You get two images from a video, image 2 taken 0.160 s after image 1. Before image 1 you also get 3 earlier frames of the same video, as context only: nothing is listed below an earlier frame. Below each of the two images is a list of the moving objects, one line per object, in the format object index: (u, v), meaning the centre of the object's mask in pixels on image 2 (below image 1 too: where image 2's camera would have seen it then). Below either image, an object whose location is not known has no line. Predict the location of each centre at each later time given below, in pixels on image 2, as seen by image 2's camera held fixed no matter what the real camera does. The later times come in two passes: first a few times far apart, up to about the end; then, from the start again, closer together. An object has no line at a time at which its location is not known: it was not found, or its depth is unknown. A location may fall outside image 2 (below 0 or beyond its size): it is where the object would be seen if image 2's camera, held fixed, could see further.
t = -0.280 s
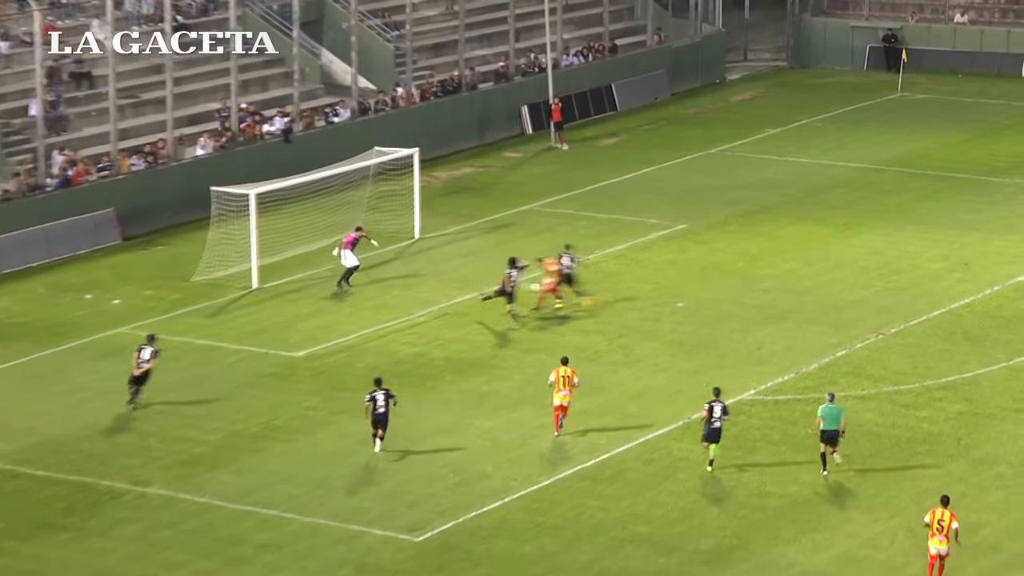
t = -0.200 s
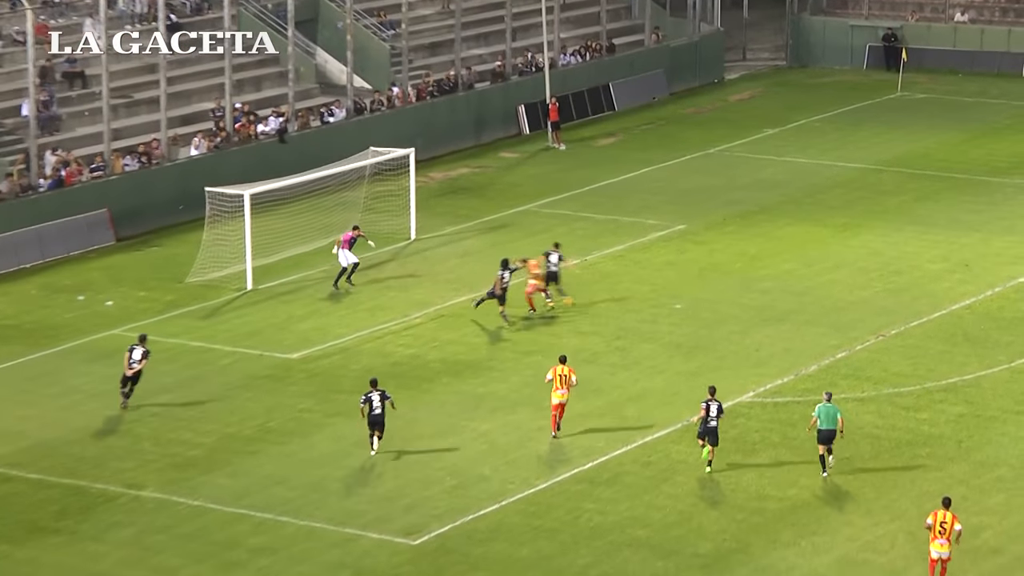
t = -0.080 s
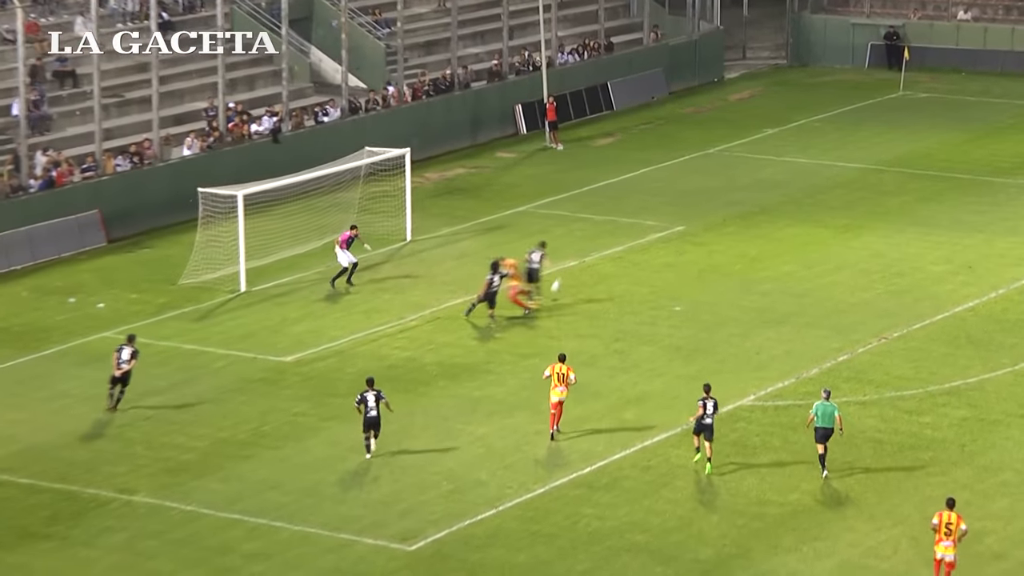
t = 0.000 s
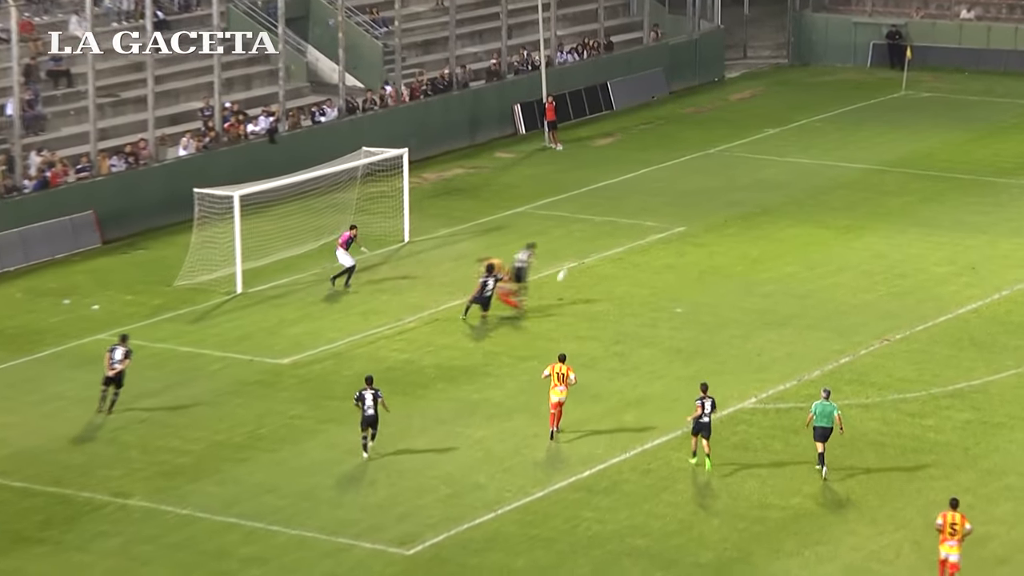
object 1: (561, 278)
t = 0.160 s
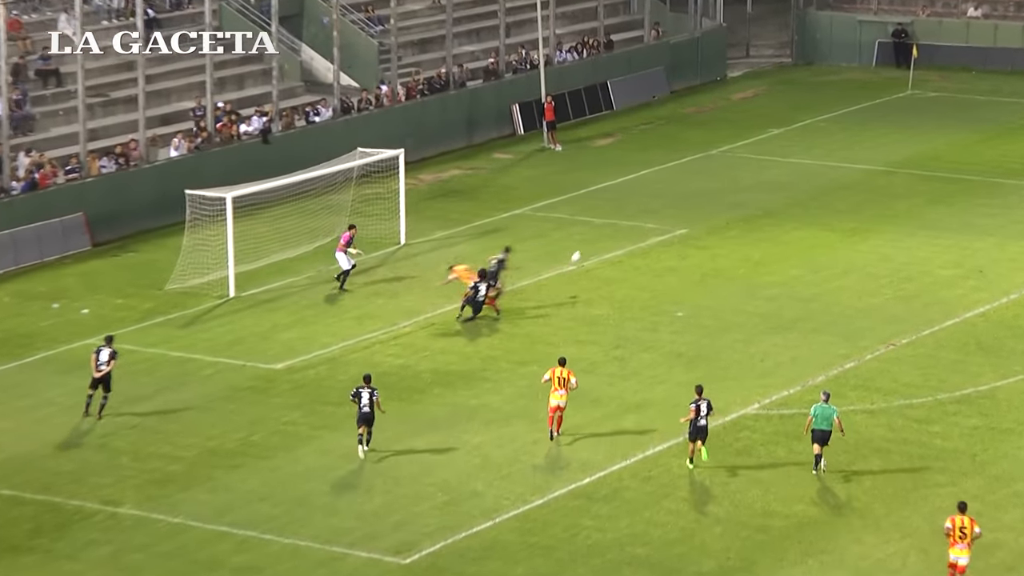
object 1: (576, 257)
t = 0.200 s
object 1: (579, 252)
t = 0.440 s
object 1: (601, 228)
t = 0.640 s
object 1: (620, 215)
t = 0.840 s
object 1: (639, 205)
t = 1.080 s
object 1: (661, 201)
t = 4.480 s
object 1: (865, 159)
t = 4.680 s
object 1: (873, 158)
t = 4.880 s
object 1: (880, 154)
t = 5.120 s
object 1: (889, 151)
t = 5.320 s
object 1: (896, 149)
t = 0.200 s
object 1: (579, 252)
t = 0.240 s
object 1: (582, 247)
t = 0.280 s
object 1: (586, 243)
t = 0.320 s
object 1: (590, 239)
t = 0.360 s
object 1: (594, 235)
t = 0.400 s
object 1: (597, 231)
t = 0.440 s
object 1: (601, 228)
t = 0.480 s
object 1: (606, 225)
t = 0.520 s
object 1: (609, 221)
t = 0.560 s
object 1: (613, 219)
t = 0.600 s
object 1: (617, 216)
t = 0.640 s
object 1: (620, 215)
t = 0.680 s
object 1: (624, 212)
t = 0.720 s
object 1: (628, 210)
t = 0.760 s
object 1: (631, 209)
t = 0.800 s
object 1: (635, 206)
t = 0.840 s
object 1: (639, 205)
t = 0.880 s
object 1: (643, 203)
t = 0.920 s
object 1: (647, 203)
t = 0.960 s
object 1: (650, 202)
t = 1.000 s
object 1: (654, 202)
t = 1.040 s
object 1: (657, 201)
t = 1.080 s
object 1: (661, 201)
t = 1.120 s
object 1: (665, 202)
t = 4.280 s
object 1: (857, 163)
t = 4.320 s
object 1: (859, 162)
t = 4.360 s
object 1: (860, 161)
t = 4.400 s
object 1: (862, 160)
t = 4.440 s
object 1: (864, 160)
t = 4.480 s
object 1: (865, 159)
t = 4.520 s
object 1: (866, 159)
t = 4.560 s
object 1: (868, 159)
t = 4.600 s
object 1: (870, 159)
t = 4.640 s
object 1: (871, 159)
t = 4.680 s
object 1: (873, 158)
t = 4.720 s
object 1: (874, 157)
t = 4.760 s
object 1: (875, 156)
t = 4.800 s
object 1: (877, 155)
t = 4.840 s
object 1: (879, 154)
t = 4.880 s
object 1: (880, 154)
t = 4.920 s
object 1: (882, 154)
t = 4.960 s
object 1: (883, 154)
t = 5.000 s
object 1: (885, 153)
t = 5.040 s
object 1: (886, 153)
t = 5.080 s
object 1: (888, 152)
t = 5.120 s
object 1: (889, 151)
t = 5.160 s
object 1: (891, 151)
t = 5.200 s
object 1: (892, 151)
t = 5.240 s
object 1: (894, 150)
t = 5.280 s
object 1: (895, 150)
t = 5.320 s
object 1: (896, 149)
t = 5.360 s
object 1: (898, 148)
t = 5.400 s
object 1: (899, 148)
